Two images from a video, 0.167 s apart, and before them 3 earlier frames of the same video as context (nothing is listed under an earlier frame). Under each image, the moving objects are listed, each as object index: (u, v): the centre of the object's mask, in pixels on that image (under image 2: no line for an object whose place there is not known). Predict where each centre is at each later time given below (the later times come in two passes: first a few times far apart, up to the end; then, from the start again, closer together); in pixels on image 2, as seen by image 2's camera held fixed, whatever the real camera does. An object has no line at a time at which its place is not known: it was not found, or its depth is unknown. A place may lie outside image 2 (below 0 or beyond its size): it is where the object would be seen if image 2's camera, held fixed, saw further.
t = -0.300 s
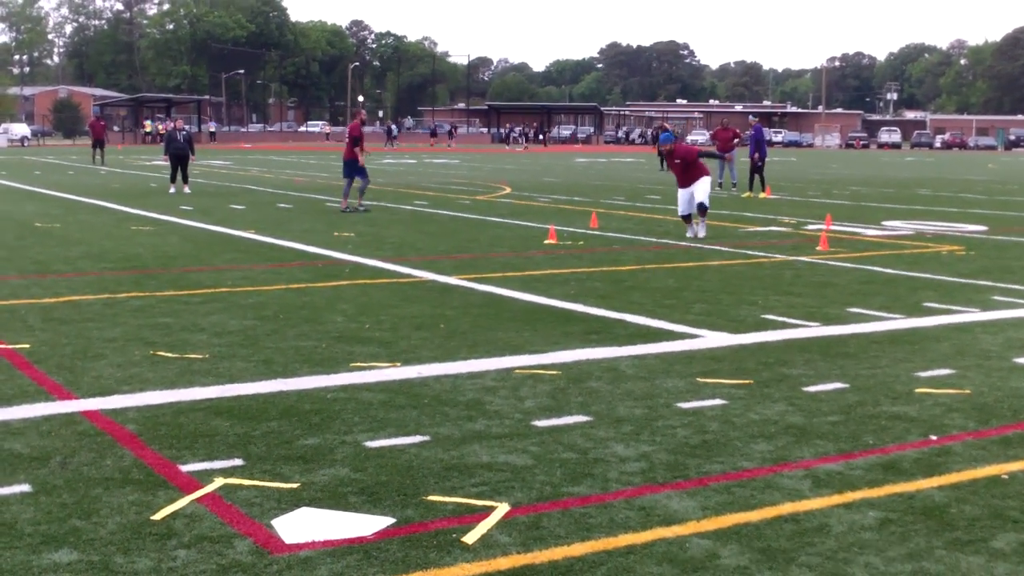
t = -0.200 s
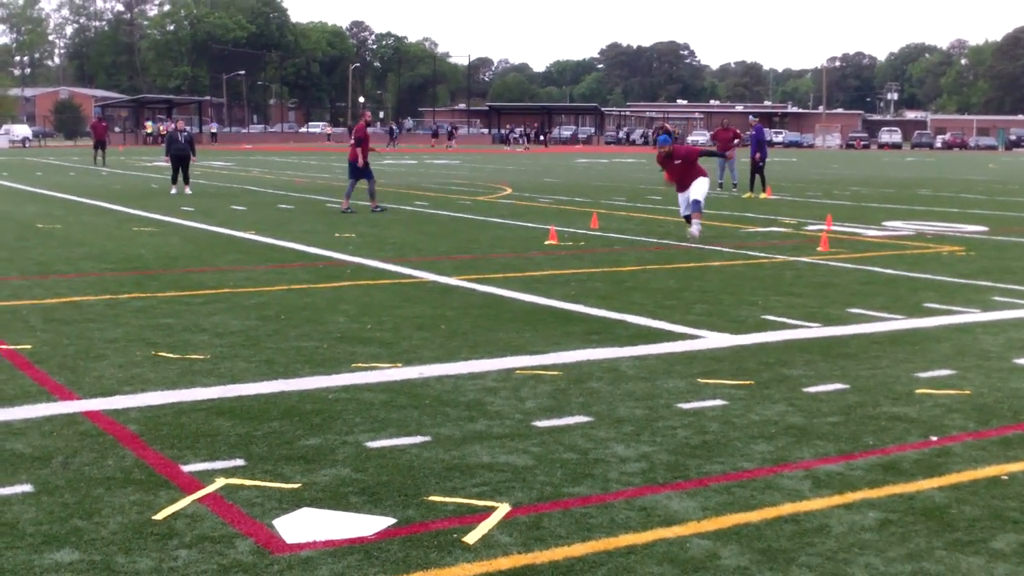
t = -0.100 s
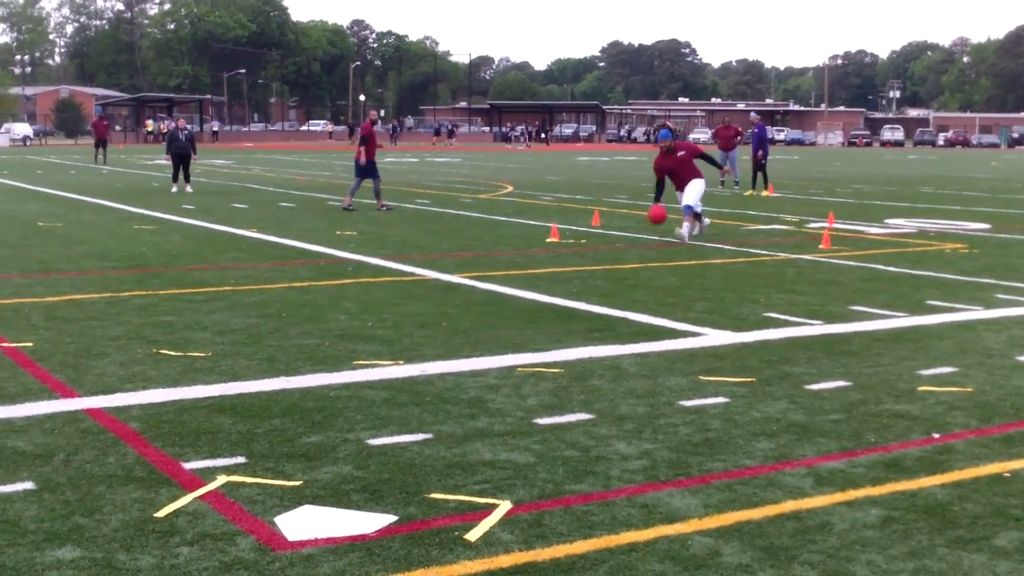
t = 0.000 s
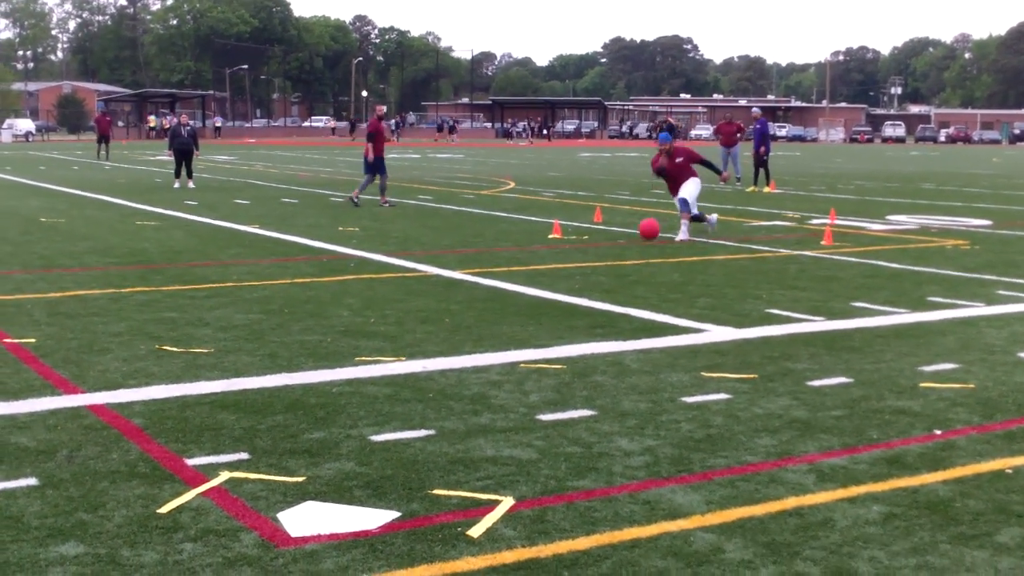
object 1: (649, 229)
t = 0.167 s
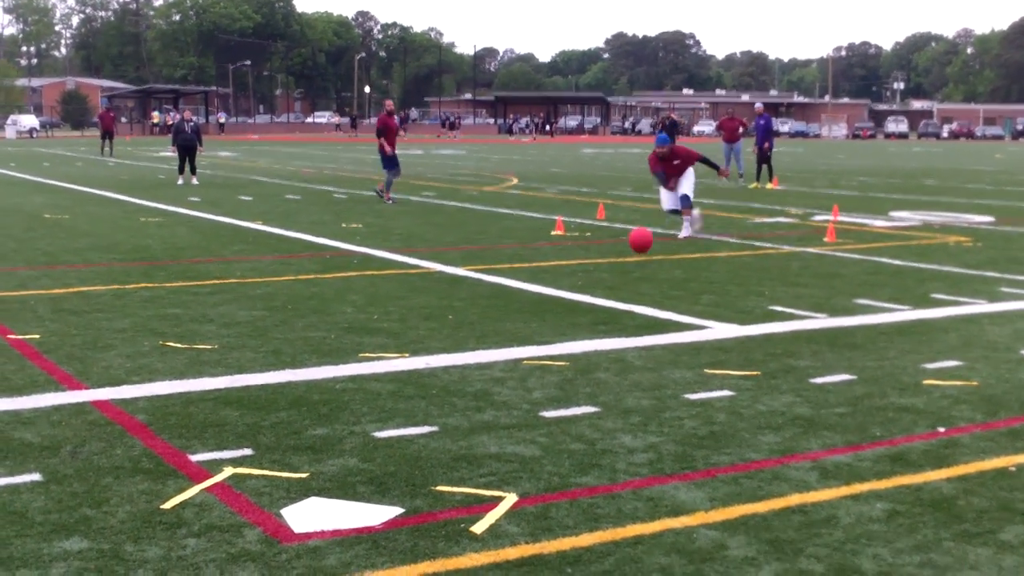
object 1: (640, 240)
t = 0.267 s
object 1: (635, 242)
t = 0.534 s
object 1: (615, 289)
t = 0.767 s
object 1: (592, 319)
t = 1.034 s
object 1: (552, 401)
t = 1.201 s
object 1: (512, 493)
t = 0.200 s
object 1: (639, 239)
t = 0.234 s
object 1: (637, 241)
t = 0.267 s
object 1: (635, 242)
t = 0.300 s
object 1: (633, 246)
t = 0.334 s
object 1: (630, 252)
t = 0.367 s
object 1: (628, 259)
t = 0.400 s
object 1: (624, 270)
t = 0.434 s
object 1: (622, 282)
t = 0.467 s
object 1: (619, 295)
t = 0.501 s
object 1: (616, 293)
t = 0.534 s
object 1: (615, 289)
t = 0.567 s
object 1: (612, 288)
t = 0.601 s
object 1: (610, 287)
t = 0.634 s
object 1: (607, 288)
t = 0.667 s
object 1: (604, 293)
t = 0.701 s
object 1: (601, 298)
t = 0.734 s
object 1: (597, 307)
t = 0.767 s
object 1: (592, 319)
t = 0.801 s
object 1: (587, 333)
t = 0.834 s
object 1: (583, 352)
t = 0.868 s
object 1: (579, 377)
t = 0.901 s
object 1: (573, 397)
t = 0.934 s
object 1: (568, 396)
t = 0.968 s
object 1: (563, 394)
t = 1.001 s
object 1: (558, 396)
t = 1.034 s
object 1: (552, 401)
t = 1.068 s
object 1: (545, 409)
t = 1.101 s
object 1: (537, 423)
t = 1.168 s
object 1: (520, 461)
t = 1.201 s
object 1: (512, 493)
